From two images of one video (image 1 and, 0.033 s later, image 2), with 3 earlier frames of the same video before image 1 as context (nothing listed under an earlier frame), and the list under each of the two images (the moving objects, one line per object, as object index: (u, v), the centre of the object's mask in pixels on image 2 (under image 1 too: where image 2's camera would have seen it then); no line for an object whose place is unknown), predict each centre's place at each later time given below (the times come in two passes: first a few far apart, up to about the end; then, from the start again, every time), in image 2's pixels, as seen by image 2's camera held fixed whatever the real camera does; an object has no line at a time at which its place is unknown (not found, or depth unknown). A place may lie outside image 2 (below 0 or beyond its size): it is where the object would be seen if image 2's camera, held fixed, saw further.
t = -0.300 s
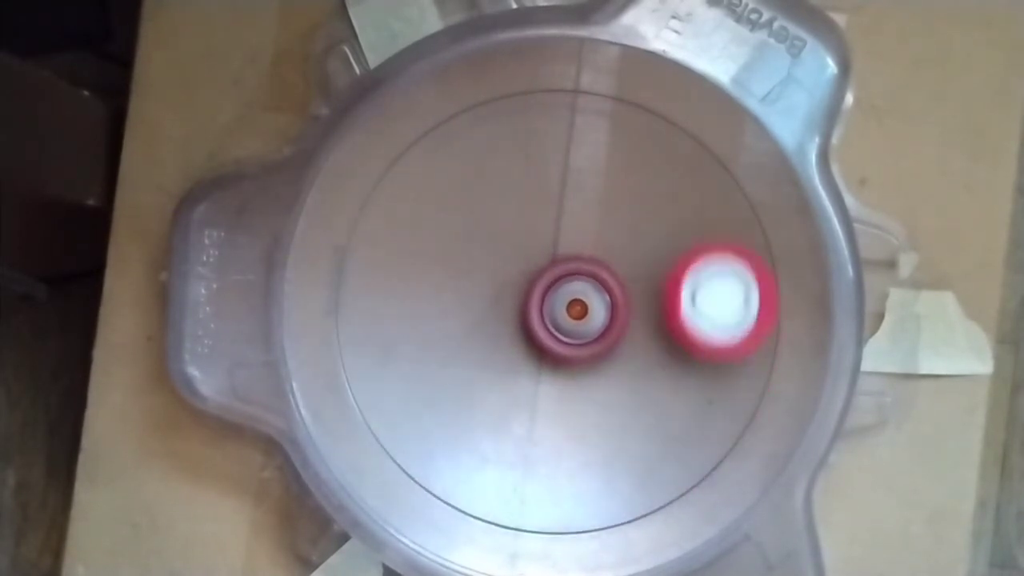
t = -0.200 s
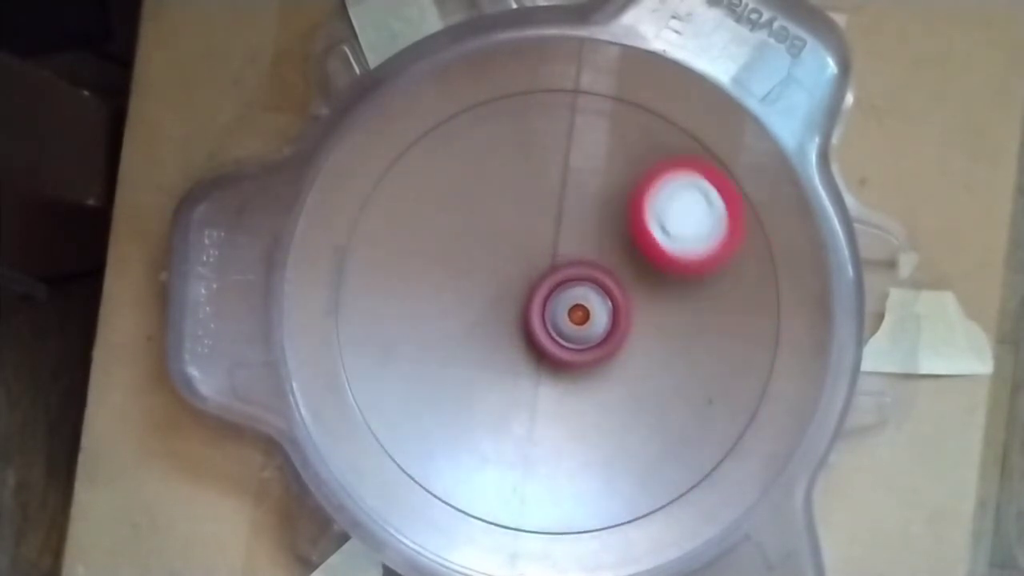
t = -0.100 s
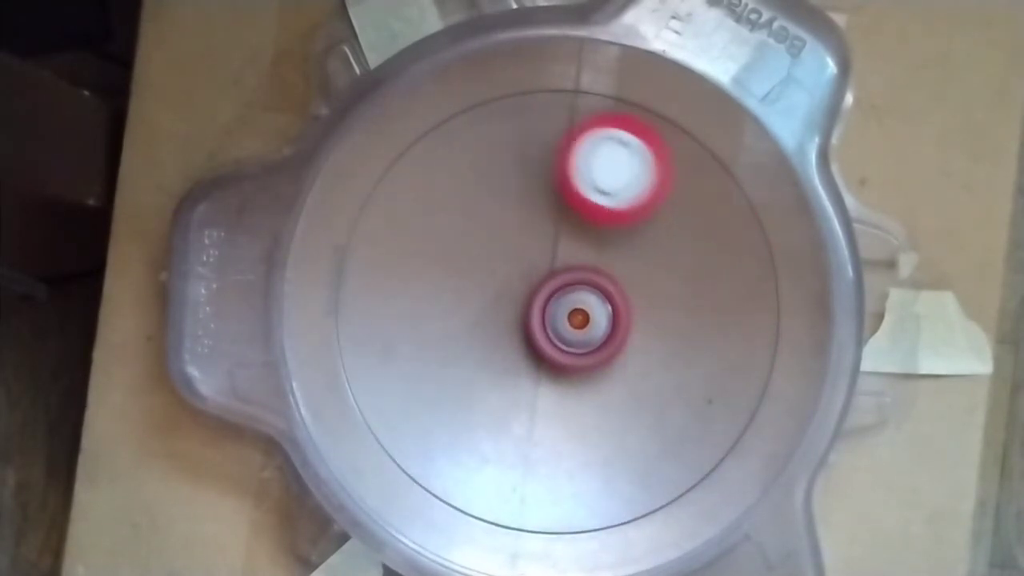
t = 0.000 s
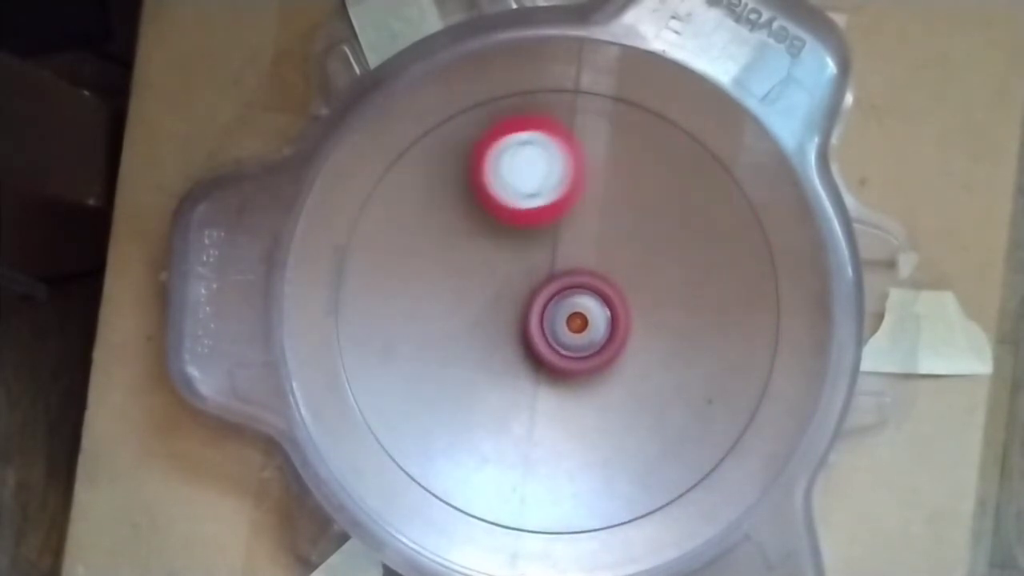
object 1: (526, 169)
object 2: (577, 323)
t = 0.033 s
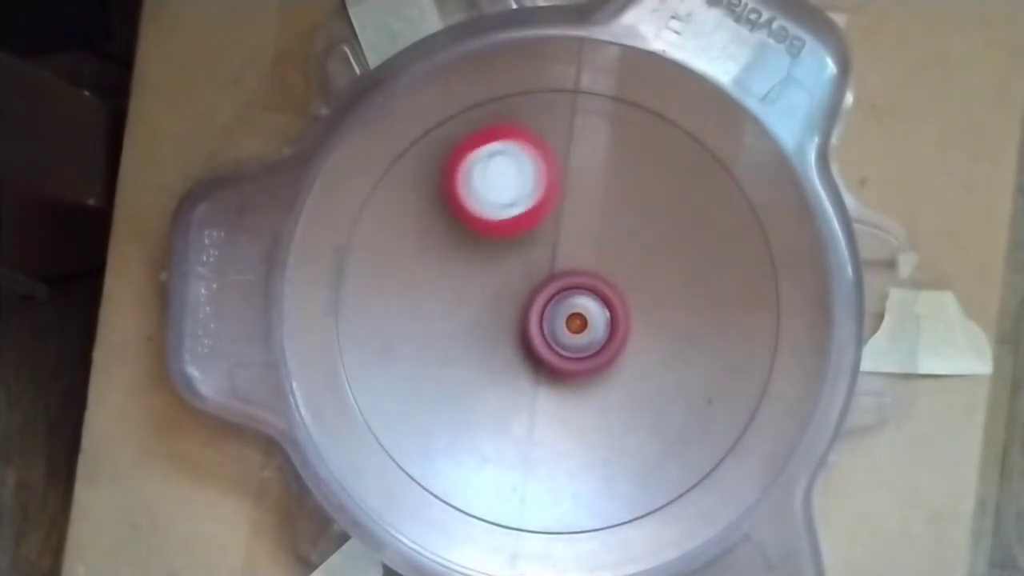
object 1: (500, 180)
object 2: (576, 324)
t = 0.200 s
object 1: (415, 286)
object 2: (573, 325)
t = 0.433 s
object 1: (494, 451)
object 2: (565, 324)
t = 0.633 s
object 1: (659, 427)
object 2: (557, 319)
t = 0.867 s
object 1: (697, 246)
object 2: (552, 313)
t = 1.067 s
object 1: (562, 167)
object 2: (553, 308)
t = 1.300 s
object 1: (426, 270)
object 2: (555, 302)
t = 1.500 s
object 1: (460, 411)
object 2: (562, 299)
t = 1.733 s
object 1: (626, 437)
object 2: (570, 304)
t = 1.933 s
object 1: (702, 320)
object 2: (574, 313)
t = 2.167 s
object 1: (612, 189)
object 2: (574, 322)
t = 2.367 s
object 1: (479, 216)
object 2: (570, 327)
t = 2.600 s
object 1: (447, 361)
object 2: (561, 324)
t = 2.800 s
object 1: (438, 494)
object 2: (652, 259)
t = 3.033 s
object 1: (527, 461)
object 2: (688, 215)
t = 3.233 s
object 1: (540, 382)
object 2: (654, 230)
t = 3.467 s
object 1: (354, 247)
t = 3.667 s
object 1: (307, 237)
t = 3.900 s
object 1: (418, 293)
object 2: (637, 338)
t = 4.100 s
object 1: (512, 233)
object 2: (583, 379)
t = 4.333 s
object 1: (572, 154)
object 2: (566, 356)
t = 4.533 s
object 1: (564, 201)
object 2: (548, 312)
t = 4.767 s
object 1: (644, 227)
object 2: (520, 317)
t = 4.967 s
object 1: (644, 235)
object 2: (517, 321)
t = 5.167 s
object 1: (630, 265)
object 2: (535, 309)
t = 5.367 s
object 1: (631, 283)
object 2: (528, 313)
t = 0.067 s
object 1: (475, 194)
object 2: (576, 324)
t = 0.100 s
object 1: (454, 213)
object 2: (575, 325)
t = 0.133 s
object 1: (436, 235)
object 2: (575, 325)
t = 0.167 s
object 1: (423, 260)
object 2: (574, 325)
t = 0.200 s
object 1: (415, 286)
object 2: (573, 325)
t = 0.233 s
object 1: (411, 314)
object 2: (573, 325)
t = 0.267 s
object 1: (413, 342)
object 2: (572, 325)
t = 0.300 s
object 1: (420, 369)
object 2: (571, 326)
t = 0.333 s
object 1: (431, 394)
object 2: (570, 326)
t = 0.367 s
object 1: (449, 417)
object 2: (568, 325)
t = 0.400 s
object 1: (470, 436)
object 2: (567, 325)
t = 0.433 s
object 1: (494, 451)
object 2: (565, 324)
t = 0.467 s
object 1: (522, 460)
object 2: (564, 323)
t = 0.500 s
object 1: (551, 465)
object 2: (562, 323)
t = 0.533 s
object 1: (582, 462)
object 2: (561, 322)
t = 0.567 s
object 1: (610, 456)
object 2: (559, 321)
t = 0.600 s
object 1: (636, 443)
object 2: (558, 321)
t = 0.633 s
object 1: (659, 427)
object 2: (557, 319)
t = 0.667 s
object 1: (677, 407)
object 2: (556, 319)
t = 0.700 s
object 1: (694, 384)
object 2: (555, 318)
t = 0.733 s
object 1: (706, 358)
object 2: (554, 317)
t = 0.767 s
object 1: (711, 330)
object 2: (553, 316)
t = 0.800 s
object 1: (712, 301)
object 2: (553, 315)
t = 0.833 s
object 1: (707, 273)
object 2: (552, 314)
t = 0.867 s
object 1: (697, 246)
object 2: (552, 313)
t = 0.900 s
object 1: (682, 222)
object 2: (552, 312)
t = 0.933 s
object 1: (663, 202)
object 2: (552, 311)
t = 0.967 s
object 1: (640, 185)
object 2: (552, 310)
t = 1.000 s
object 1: (616, 174)
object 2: (552, 310)
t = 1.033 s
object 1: (588, 168)
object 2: (553, 309)
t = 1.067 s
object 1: (562, 167)
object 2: (553, 308)
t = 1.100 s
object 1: (535, 170)
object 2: (553, 308)
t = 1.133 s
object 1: (510, 177)
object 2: (553, 307)
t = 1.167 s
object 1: (487, 188)
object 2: (553, 306)
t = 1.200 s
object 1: (466, 204)
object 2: (553, 305)
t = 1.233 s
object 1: (448, 223)
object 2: (554, 304)
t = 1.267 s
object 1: (434, 245)
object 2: (555, 303)
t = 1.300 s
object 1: (426, 270)
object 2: (555, 302)
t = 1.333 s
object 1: (421, 295)
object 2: (556, 301)
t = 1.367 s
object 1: (420, 320)
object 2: (557, 300)
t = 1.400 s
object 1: (423, 345)
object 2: (558, 299)
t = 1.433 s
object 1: (431, 369)
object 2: (559, 299)
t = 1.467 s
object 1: (444, 391)
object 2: (561, 299)
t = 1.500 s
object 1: (460, 411)
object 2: (562, 299)
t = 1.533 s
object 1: (480, 428)
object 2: (564, 299)
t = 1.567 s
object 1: (502, 439)
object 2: (565, 299)
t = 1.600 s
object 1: (525, 448)
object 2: (566, 299)
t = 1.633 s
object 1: (550, 451)
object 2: (567, 300)
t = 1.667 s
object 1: (576, 452)
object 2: (568, 301)
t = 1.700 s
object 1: (601, 447)
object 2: (569, 302)
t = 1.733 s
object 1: (626, 437)
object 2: (570, 304)
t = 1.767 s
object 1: (647, 423)
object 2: (570, 305)
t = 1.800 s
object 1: (664, 408)
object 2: (571, 306)
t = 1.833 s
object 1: (679, 388)
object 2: (572, 309)
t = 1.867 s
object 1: (691, 367)
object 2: (574, 310)
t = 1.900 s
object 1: (699, 344)
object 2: (574, 312)
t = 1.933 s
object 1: (702, 320)
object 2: (574, 313)
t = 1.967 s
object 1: (700, 295)
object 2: (574, 314)
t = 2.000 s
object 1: (693, 272)
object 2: (574, 316)
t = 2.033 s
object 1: (683, 250)
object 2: (574, 317)
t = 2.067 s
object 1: (669, 230)
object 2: (575, 319)
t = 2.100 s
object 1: (653, 213)
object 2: (575, 320)
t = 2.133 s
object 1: (634, 199)
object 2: (575, 321)
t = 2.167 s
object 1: (612, 189)
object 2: (574, 322)
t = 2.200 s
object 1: (589, 183)
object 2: (575, 323)
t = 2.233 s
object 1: (566, 183)
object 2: (574, 324)
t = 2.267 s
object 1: (543, 185)
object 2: (573, 325)
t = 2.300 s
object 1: (520, 191)
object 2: (572, 326)
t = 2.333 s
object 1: (499, 201)
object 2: (572, 327)
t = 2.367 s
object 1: (479, 216)
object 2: (570, 327)
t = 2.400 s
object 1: (463, 234)
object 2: (569, 328)
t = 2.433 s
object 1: (451, 252)
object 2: (567, 328)
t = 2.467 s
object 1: (441, 274)
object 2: (567, 327)
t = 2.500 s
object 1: (436, 296)
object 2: (565, 326)
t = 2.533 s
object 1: (436, 320)
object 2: (564, 326)
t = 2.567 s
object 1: (440, 342)
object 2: (562, 325)
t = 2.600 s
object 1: (447, 361)
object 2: (561, 324)
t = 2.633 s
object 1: (456, 382)
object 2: (560, 323)
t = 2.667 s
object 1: (470, 401)
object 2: (558, 323)
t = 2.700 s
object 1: (461, 428)
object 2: (577, 311)
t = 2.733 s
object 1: (444, 458)
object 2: (608, 291)
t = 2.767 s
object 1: (433, 483)
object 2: (634, 273)
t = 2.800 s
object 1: (438, 494)
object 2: (652, 259)
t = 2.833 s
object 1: (448, 497)
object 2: (666, 246)
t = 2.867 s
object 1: (459, 499)
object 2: (674, 237)
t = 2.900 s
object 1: (477, 494)
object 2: (679, 230)
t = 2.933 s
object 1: (494, 485)
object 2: (683, 225)
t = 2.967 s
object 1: (507, 475)
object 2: (686, 220)
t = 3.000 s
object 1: (518, 469)
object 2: (687, 217)
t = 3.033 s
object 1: (527, 461)
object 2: (688, 215)
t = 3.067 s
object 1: (529, 453)
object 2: (687, 216)
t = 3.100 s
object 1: (533, 444)
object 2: (682, 217)
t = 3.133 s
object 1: (536, 430)
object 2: (676, 219)
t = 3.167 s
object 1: (537, 416)
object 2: (669, 222)
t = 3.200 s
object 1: (539, 401)
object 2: (662, 226)
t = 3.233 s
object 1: (540, 382)
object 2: (654, 230)
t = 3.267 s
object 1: (538, 363)
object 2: (649, 237)
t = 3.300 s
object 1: (537, 344)
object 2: (643, 245)
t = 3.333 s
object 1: (535, 324)
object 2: (636, 257)
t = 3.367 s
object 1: (518, 304)
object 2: (635, 269)
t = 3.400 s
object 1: (456, 284)
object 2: (671, 288)
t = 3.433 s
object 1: (397, 259)
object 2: (704, 301)
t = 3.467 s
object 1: (354, 247)
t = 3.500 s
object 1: (329, 235)
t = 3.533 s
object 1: (315, 228)
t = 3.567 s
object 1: (303, 220)
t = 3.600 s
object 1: (305, 220)
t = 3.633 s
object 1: (304, 222)
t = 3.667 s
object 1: (307, 237)
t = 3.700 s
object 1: (311, 255)
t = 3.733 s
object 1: (324, 268)
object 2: (695, 354)
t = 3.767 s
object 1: (339, 278)
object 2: (683, 352)
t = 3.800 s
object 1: (351, 283)
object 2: (672, 350)
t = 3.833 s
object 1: (374, 289)
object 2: (662, 347)
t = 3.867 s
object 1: (393, 292)
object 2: (652, 344)
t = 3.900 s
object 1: (418, 293)
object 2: (637, 338)
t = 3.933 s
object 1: (441, 297)
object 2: (618, 335)
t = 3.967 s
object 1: (464, 299)
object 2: (599, 333)
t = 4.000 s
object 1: (484, 300)
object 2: (586, 334)
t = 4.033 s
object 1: (490, 278)
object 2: (583, 350)
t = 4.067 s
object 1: (500, 254)
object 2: (584, 366)
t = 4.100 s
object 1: (512, 233)
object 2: (583, 379)
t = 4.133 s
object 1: (525, 213)
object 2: (580, 380)
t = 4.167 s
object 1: (539, 195)
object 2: (573, 380)
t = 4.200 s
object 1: (551, 179)
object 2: (570, 376)
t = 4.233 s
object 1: (561, 168)
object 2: (571, 371)
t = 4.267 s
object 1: (567, 160)
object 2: (571, 367)
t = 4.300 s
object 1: (570, 155)
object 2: (569, 362)
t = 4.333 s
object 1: (572, 154)
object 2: (566, 356)
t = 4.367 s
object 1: (572, 157)
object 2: (563, 346)
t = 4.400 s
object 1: (570, 164)
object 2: (558, 339)
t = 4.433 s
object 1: (568, 172)
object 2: (557, 333)
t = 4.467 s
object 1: (566, 180)
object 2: (554, 325)
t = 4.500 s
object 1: (564, 190)
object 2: (551, 319)
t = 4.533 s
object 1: (564, 201)
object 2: (548, 312)
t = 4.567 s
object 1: (568, 211)
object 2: (546, 306)
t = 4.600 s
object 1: (585, 220)
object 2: (539, 310)
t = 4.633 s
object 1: (606, 224)
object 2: (533, 315)
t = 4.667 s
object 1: (623, 225)
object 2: (528, 317)
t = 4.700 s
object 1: (634, 225)
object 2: (524, 317)
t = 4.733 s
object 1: (642, 226)
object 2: (522, 317)
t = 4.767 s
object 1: (644, 227)
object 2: (520, 317)
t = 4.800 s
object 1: (644, 228)
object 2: (518, 317)
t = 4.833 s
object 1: (644, 229)
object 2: (518, 317)
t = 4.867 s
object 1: (644, 230)
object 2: (518, 319)
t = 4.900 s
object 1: (644, 232)
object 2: (517, 320)
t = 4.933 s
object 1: (644, 233)
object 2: (518, 320)
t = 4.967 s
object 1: (644, 235)
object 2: (517, 321)
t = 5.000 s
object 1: (643, 238)
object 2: (517, 318)
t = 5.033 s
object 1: (643, 241)
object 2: (518, 316)
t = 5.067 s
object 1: (640, 246)
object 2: (521, 315)
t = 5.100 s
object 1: (637, 254)
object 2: (527, 310)
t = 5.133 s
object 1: (631, 261)
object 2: (533, 309)
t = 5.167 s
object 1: (630, 265)
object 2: (535, 309)
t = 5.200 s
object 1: (628, 269)
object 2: (536, 310)
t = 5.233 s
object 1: (626, 274)
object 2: (534, 312)
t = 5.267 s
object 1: (629, 277)
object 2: (531, 311)
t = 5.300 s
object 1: (631, 279)
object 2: (530, 311)
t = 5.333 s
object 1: (632, 281)
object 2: (528, 312)
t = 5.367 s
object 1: (631, 283)
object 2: (528, 313)
